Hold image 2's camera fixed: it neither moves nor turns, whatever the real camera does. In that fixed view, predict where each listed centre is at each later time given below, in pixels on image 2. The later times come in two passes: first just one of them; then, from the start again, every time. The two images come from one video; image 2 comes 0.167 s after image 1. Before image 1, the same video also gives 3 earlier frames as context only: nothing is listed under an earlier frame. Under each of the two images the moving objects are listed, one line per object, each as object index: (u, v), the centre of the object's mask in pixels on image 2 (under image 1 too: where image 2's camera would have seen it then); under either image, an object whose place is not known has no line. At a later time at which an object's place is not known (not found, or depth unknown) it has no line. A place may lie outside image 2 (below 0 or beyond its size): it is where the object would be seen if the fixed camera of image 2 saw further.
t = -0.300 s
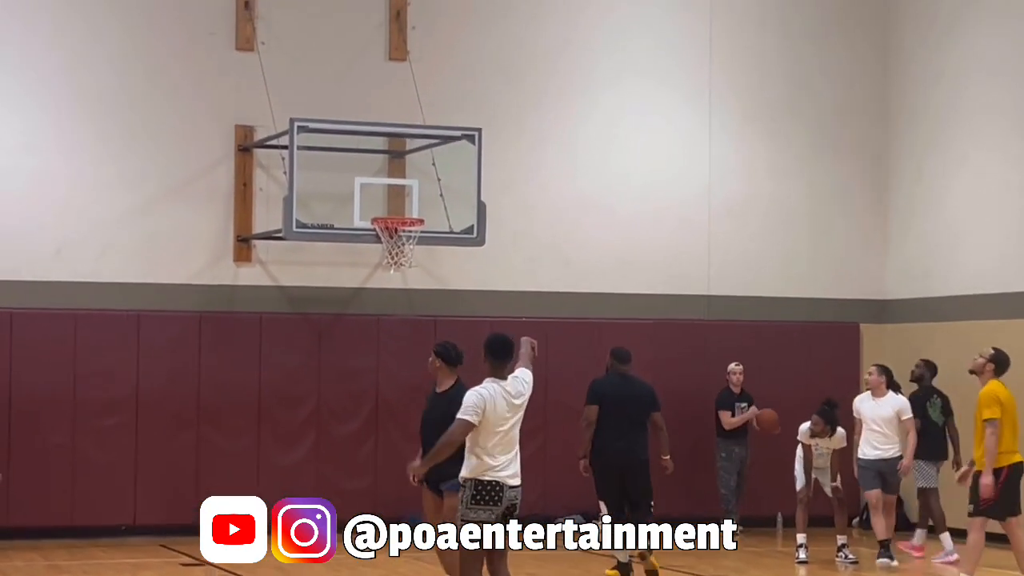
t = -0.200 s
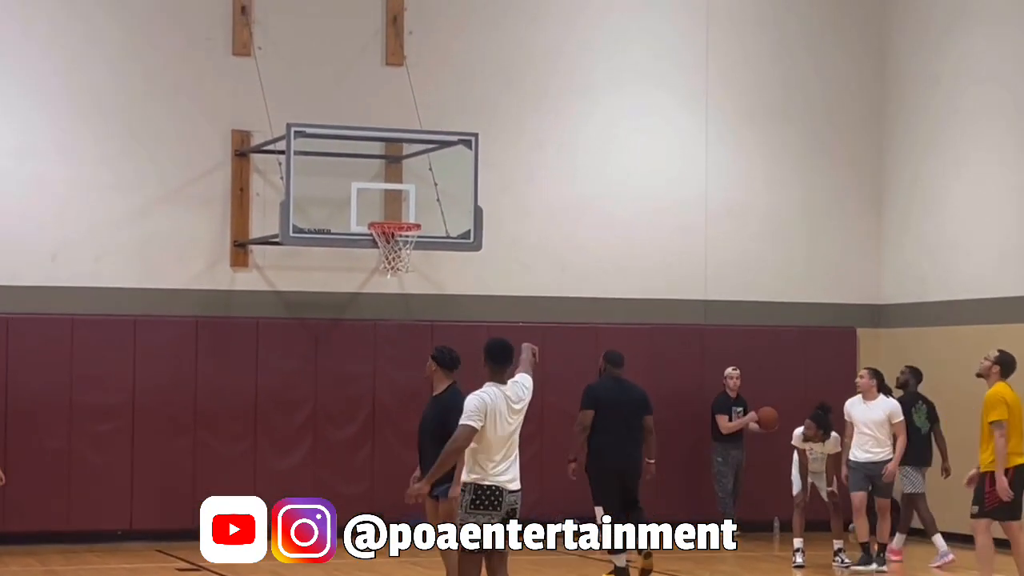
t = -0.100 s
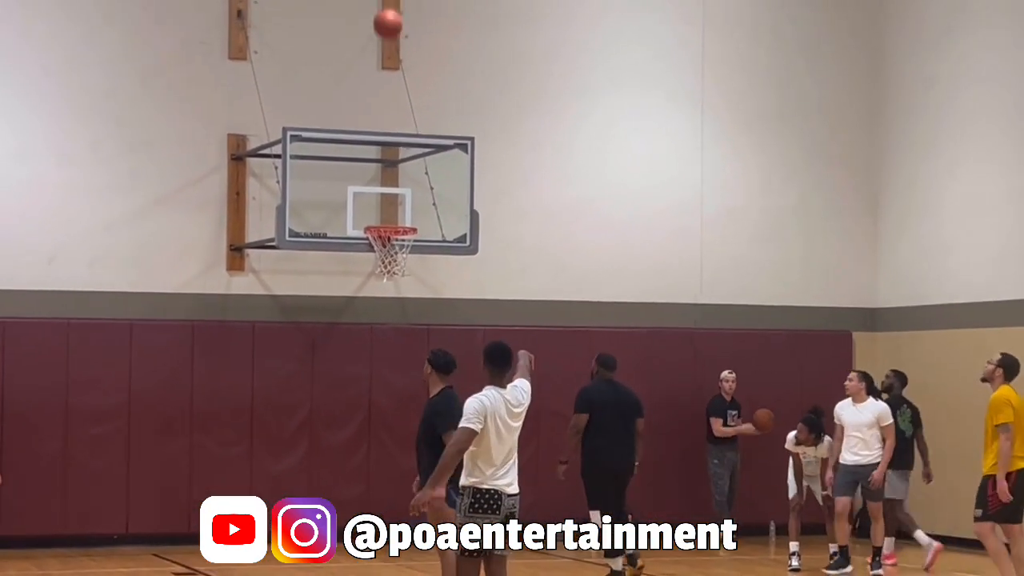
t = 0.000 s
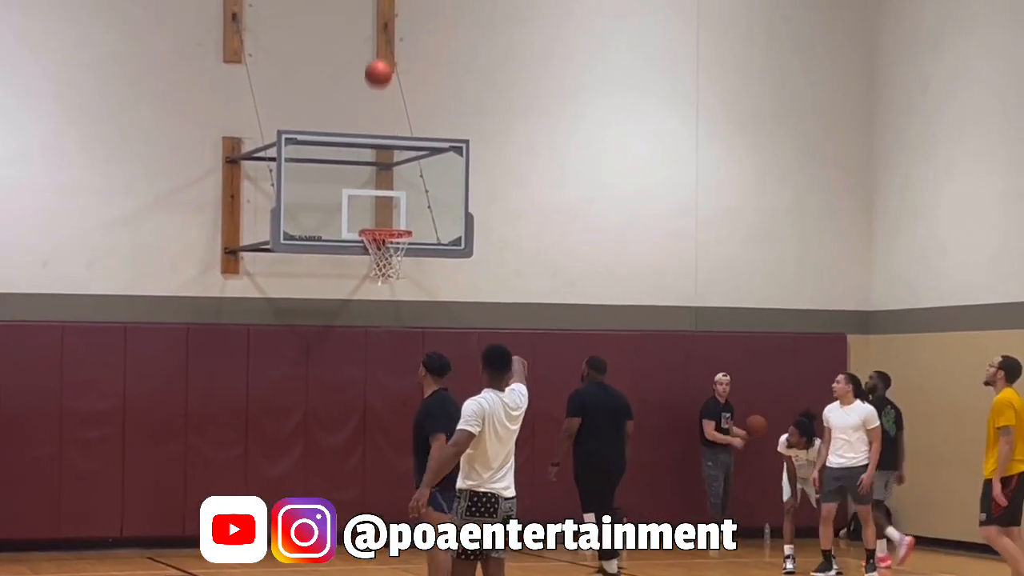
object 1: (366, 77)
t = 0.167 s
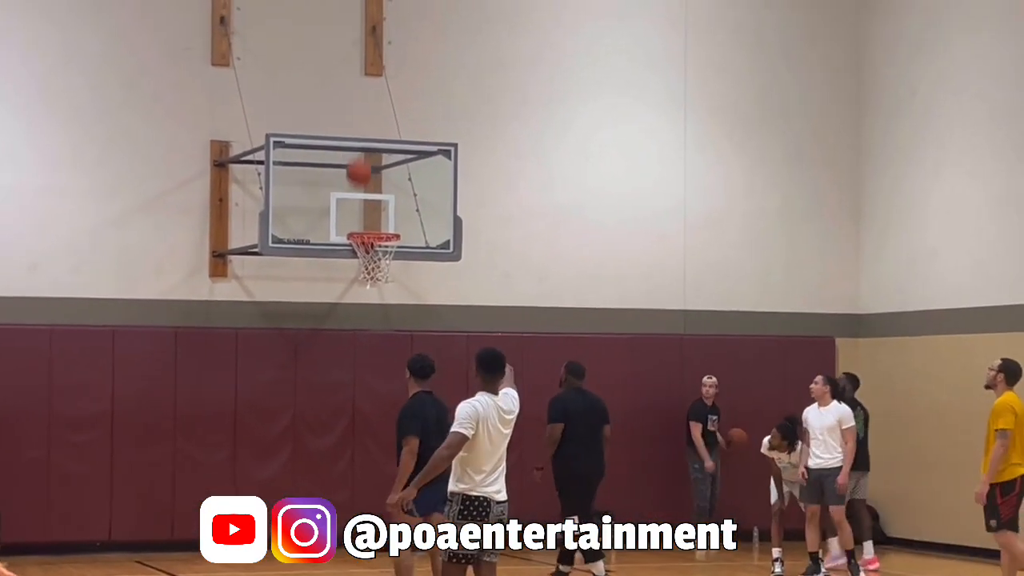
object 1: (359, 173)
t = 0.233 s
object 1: (357, 216)
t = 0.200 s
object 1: (358, 193)
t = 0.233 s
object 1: (357, 216)
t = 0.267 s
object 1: (361, 222)
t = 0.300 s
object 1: (371, 221)
